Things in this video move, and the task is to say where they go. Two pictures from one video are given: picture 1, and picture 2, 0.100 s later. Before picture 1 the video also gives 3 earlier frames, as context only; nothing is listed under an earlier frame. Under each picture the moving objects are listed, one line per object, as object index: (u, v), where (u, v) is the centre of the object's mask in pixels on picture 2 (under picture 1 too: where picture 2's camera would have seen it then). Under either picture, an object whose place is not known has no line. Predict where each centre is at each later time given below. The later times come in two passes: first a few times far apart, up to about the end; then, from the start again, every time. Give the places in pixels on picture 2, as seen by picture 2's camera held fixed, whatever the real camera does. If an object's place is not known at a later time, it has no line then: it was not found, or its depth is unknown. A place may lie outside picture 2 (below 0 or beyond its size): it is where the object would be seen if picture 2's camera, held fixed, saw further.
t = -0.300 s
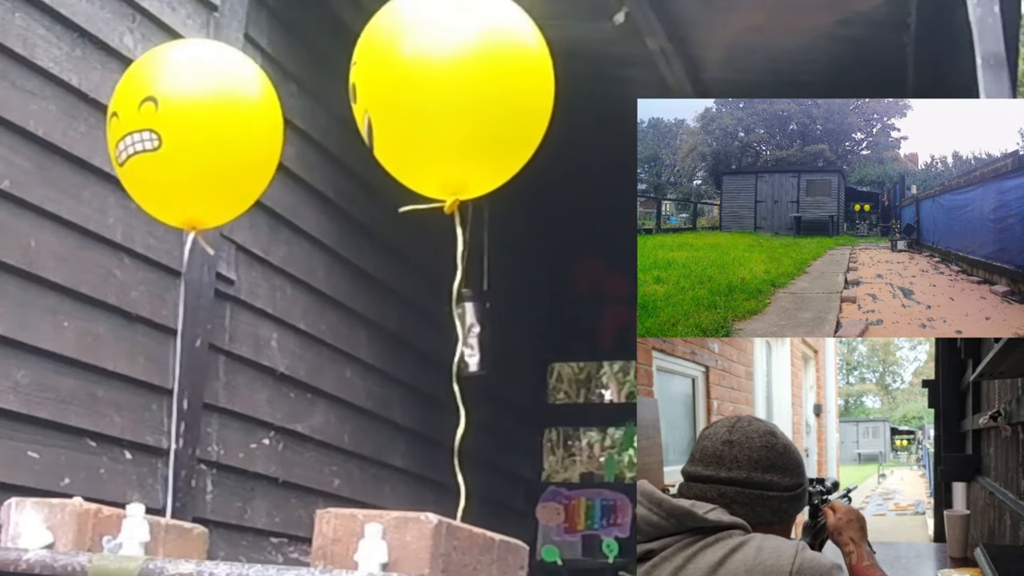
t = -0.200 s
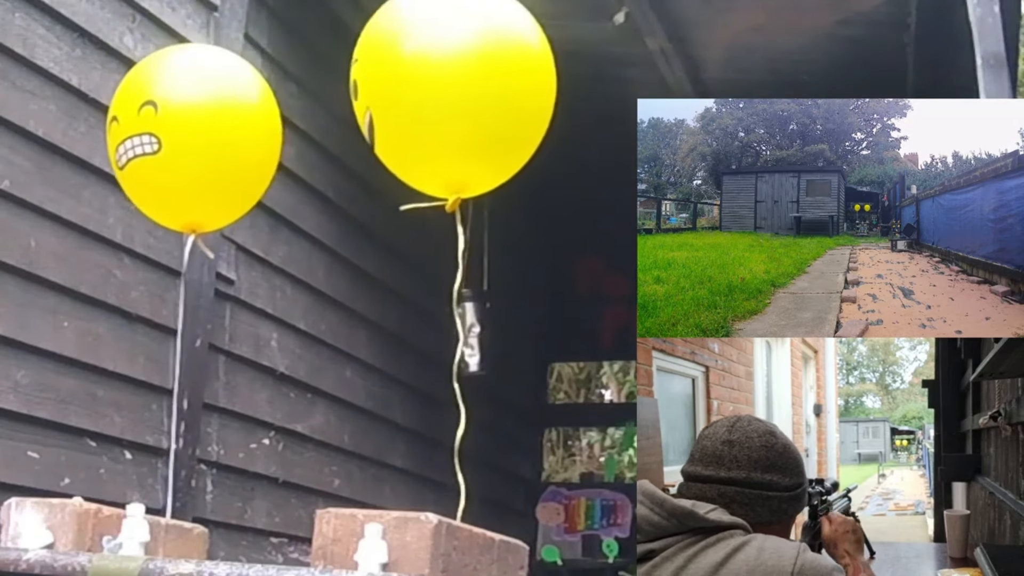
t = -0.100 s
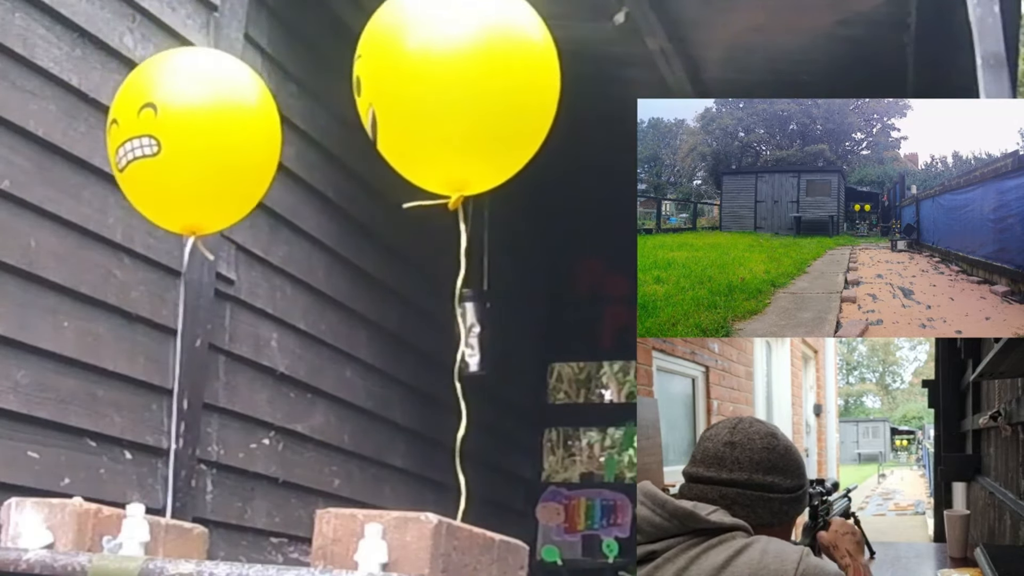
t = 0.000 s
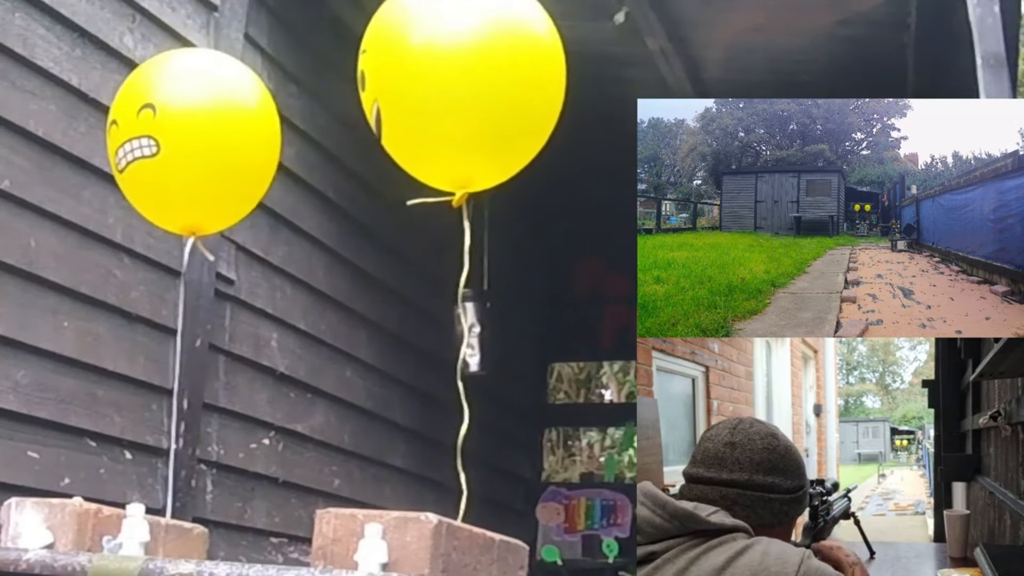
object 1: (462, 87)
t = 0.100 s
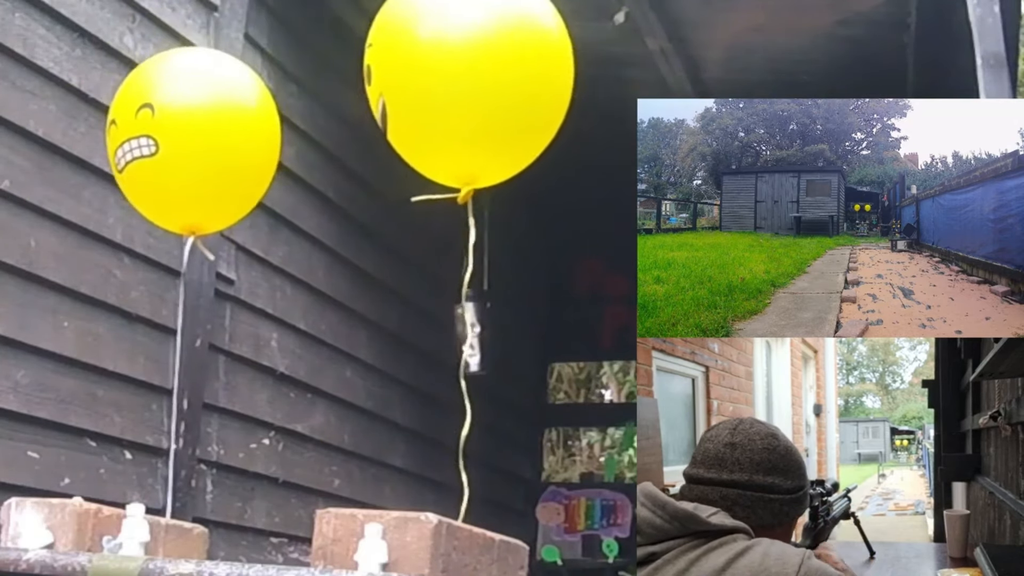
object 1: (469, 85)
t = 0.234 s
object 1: (479, 81)
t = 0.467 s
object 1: (500, 76)
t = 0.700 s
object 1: (515, 74)
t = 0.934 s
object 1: (519, 74)
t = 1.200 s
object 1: (509, 75)
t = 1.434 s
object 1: (490, 77)
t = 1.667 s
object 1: (470, 79)
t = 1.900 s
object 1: (454, 80)
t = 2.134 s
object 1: (447, 81)
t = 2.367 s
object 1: (450, 81)
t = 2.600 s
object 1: (462, 80)
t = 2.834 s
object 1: (482, 79)
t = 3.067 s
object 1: (505, 80)
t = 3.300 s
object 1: (525, 83)
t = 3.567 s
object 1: (536, 84)
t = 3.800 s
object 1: (533, 84)
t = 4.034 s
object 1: (521, 83)
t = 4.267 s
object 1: (507, 81)
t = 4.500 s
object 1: (497, 80)
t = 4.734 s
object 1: (495, 79)
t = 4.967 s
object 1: (500, 81)
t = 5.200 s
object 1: (507, 83)
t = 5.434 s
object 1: (511, 85)
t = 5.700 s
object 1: (508, 86)
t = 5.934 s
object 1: (496, 85)
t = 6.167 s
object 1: (480, 84)
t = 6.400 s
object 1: (464, 82)
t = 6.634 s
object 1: (454, 81)
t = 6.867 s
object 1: (453, 80)
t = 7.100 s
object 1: (462, 80)
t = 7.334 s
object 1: (479, 80)
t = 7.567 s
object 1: (500, 81)
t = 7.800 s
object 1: (516, 83)
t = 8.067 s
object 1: (526, 84)
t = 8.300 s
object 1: (523, 85)
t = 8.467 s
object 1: (514, 84)
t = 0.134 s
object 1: (472, 84)
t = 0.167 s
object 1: (474, 83)
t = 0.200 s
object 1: (477, 82)
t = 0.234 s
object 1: (479, 81)
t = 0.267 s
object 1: (483, 81)
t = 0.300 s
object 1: (486, 80)
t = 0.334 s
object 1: (488, 79)
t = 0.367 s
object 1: (491, 79)
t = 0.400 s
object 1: (495, 78)
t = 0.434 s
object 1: (497, 77)
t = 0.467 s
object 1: (500, 76)
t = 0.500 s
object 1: (502, 76)
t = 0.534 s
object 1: (504, 76)
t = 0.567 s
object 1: (508, 75)
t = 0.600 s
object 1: (509, 75)
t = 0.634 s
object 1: (512, 75)
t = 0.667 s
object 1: (513, 75)
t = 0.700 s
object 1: (515, 74)
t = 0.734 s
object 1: (516, 74)
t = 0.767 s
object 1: (517, 74)
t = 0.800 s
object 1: (518, 74)
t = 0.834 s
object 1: (519, 74)
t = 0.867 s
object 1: (519, 74)
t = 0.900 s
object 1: (519, 74)
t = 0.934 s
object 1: (519, 74)
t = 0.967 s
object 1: (519, 74)
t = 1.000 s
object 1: (518, 74)
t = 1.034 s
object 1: (517, 74)
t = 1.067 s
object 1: (516, 75)
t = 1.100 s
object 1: (514, 75)
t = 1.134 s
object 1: (513, 75)
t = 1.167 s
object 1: (511, 75)
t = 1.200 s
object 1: (509, 75)
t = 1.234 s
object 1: (507, 75)
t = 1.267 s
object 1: (504, 76)
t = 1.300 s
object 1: (502, 76)
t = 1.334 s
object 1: (499, 76)
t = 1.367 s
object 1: (496, 76)
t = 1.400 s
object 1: (493, 77)
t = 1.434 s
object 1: (490, 77)
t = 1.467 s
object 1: (487, 77)
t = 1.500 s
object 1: (484, 77)
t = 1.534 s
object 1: (481, 78)
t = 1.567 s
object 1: (479, 78)
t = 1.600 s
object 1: (476, 78)
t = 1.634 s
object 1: (473, 79)
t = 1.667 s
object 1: (470, 79)
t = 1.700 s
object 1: (467, 79)
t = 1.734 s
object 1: (465, 79)
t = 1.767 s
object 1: (462, 80)
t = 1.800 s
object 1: (460, 80)
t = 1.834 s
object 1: (458, 80)
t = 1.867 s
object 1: (456, 80)
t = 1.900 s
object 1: (454, 80)
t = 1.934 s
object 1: (453, 80)
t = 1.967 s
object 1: (451, 81)
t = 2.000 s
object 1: (450, 81)
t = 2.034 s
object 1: (449, 81)
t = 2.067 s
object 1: (448, 81)
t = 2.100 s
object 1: (448, 81)
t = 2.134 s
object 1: (447, 81)
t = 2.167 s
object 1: (447, 81)
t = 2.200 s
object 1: (447, 81)
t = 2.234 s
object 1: (447, 81)
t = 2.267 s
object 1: (448, 81)
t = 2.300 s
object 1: (448, 81)
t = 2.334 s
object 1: (449, 81)
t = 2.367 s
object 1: (450, 81)
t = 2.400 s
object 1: (451, 80)
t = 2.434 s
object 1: (453, 80)
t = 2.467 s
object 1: (454, 80)
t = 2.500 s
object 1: (456, 80)
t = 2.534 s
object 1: (458, 80)
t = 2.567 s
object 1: (460, 80)
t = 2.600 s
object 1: (462, 80)
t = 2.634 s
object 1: (465, 80)
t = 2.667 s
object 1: (467, 80)
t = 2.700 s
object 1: (470, 79)
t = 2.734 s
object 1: (473, 79)
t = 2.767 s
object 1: (476, 79)
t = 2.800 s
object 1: (479, 79)
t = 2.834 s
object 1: (482, 79)
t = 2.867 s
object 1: (485, 79)
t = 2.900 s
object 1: (489, 79)
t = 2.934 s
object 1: (492, 80)
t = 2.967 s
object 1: (495, 80)
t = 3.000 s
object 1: (499, 80)
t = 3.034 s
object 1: (502, 80)
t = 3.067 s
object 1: (505, 80)
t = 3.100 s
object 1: (508, 81)
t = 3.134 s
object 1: (512, 81)
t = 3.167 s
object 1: (514, 81)
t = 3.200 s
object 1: (517, 82)
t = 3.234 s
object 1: (520, 82)
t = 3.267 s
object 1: (522, 82)
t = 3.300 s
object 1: (525, 83)
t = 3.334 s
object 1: (527, 83)
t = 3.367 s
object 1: (529, 83)
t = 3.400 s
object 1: (531, 83)
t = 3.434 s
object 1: (532, 84)
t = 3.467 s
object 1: (533, 84)
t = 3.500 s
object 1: (534, 84)
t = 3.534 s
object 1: (535, 84)
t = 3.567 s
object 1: (536, 84)
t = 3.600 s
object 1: (536, 84)
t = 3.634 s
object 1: (536, 84)
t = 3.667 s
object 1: (536, 84)
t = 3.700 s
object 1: (535, 85)
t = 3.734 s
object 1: (535, 84)
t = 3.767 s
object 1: (534, 84)
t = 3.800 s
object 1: (533, 84)
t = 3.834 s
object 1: (531, 84)
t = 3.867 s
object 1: (530, 84)
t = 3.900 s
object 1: (528, 84)
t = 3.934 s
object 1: (527, 83)
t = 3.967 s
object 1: (525, 83)
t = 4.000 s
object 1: (523, 83)
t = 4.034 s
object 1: (521, 83)
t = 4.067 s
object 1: (519, 82)
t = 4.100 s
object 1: (517, 82)
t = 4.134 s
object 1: (516, 81)
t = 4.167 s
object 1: (513, 82)
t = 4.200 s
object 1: (511, 81)
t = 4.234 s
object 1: (509, 81)
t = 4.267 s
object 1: (507, 81)
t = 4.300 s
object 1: (506, 80)
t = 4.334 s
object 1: (504, 80)
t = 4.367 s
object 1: (502, 80)
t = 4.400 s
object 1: (501, 80)
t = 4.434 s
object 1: (499, 80)
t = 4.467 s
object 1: (498, 80)
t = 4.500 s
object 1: (497, 80)
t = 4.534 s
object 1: (497, 79)
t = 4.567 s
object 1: (496, 79)
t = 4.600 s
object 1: (496, 79)
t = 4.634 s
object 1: (495, 79)
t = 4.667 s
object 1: (495, 79)
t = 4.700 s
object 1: (495, 80)
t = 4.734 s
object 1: (495, 79)
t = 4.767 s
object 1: (495, 80)
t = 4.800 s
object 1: (496, 80)
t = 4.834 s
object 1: (497, 80)
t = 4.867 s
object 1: (497, 80)
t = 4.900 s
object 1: (498, 80)
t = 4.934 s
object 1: (499, 80)
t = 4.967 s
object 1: (500, 81)
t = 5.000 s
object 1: (501, 81)
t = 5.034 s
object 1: (502, 81)
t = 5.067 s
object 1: (503, 82)
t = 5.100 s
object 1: (504, 82)
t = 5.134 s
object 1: (505, 82)
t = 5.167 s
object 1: (506, 82)
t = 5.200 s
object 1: (507, 83)
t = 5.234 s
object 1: (508, 83)
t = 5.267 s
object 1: (509, 83)
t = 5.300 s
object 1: (510, 83)
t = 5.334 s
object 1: (510, 84)
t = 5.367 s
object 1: (511, 84)
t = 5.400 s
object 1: (511, 84)
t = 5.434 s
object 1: (511, 85)
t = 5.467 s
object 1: (511, 85)
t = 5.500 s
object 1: (511, 85)
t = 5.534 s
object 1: (511, 85)
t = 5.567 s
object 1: (511, 85)
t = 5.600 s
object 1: (510, 86)
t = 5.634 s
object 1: (509, 86)
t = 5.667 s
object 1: (508, 86)
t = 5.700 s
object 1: (508, 86)
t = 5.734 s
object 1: (506, 86)
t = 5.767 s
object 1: (505, 86)
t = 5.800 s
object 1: (504, 86)
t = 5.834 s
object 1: (502, 86)
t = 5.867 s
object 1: (500, 86)
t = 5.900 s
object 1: (498, 85)
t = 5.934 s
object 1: (496, 85)
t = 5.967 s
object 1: (494, 85)
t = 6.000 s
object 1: (492, 85)
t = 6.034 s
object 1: (489, 84)
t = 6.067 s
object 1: (487, 84)
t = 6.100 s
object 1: (485, 84)
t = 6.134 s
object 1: (482, 84)
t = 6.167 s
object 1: (480, 84)
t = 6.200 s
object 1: (477, 83)
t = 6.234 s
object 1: (475, 83)
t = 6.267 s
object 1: (473, 83)
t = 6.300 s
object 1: (470, 83)
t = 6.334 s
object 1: (468, 82)
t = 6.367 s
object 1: (466, 82)
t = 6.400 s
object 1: (464, 82)
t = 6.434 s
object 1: (462, 82)
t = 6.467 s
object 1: (460, 81)
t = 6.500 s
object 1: (458, 81)
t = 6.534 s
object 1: (457, 81)
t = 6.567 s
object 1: (456, 81)
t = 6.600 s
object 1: (455, 81)
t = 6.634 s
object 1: (454, 81)
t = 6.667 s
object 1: (453, 80)
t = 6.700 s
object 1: (452, 80)
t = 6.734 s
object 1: (452, 80)
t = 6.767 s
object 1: (452, 80)
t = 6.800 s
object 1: (452, 80)
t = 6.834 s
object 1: (452, 80)
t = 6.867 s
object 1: (453, 80)
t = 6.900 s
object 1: (453, 80)
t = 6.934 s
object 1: (454, 80)
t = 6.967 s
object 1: (455, 80)
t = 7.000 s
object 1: (457, 80)
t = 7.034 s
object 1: (458, 80)
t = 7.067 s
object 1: (460, 80)
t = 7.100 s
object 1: (462, 80)
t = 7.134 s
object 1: (464, 80)
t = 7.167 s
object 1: (466, 80)
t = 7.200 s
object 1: (469, 80)
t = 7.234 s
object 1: (471, 80)
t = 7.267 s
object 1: (474, 80)
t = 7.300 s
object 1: (476, 80)
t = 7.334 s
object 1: (479, 80)
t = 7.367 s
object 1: (482, 80)
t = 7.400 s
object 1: (485, 81)
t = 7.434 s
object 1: (488, 81)
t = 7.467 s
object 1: (491, 81)
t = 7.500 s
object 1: (494, 81)
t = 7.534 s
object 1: (497, 81)
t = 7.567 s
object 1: (500, 81)
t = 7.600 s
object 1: (502, 82)
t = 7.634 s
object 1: (505, 82)
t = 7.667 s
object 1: (507, 82)
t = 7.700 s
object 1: (510, 83)
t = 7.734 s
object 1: (512, 83)
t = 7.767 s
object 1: (514, 83)
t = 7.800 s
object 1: (516, 83)
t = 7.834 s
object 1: (518, 83)
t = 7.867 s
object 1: (520, 84)
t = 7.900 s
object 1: (522, 84)
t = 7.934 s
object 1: (523, 84)
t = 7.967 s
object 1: (524, 84)
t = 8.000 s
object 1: (525, 84)
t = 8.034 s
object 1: (526, 84)
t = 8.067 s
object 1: (526, 84)
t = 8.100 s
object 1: (526, 84)
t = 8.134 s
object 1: (526, 85)
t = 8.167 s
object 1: (526, 85)
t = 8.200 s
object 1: (526, 85)
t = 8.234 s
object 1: (525, 84)
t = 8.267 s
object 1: (524, 85)
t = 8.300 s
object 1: (523, 85)
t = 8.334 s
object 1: (522, 84)
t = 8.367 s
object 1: (520, 84)
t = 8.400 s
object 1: (518, 84)
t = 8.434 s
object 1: (517, 84)
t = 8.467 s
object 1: (514, 84)
